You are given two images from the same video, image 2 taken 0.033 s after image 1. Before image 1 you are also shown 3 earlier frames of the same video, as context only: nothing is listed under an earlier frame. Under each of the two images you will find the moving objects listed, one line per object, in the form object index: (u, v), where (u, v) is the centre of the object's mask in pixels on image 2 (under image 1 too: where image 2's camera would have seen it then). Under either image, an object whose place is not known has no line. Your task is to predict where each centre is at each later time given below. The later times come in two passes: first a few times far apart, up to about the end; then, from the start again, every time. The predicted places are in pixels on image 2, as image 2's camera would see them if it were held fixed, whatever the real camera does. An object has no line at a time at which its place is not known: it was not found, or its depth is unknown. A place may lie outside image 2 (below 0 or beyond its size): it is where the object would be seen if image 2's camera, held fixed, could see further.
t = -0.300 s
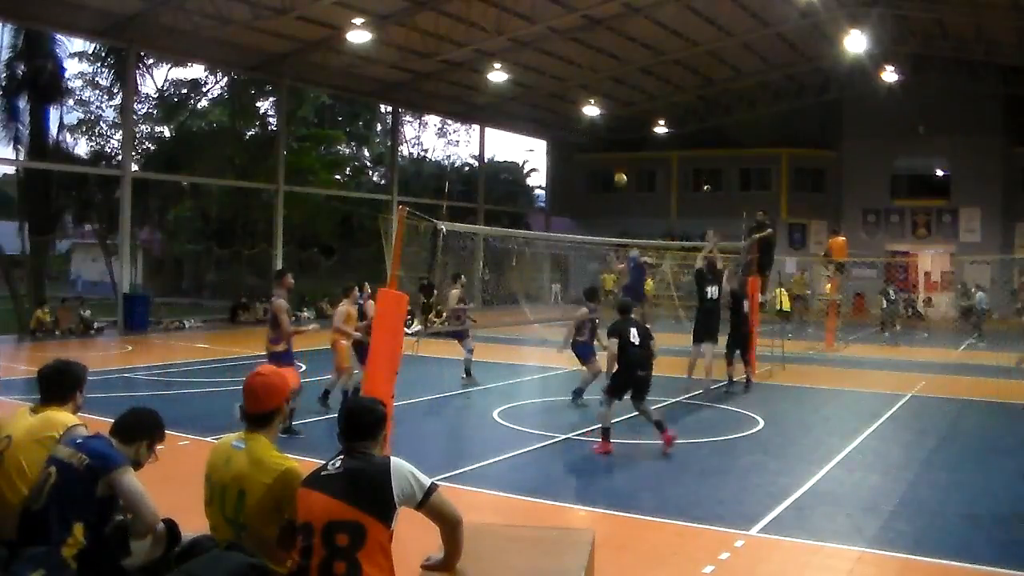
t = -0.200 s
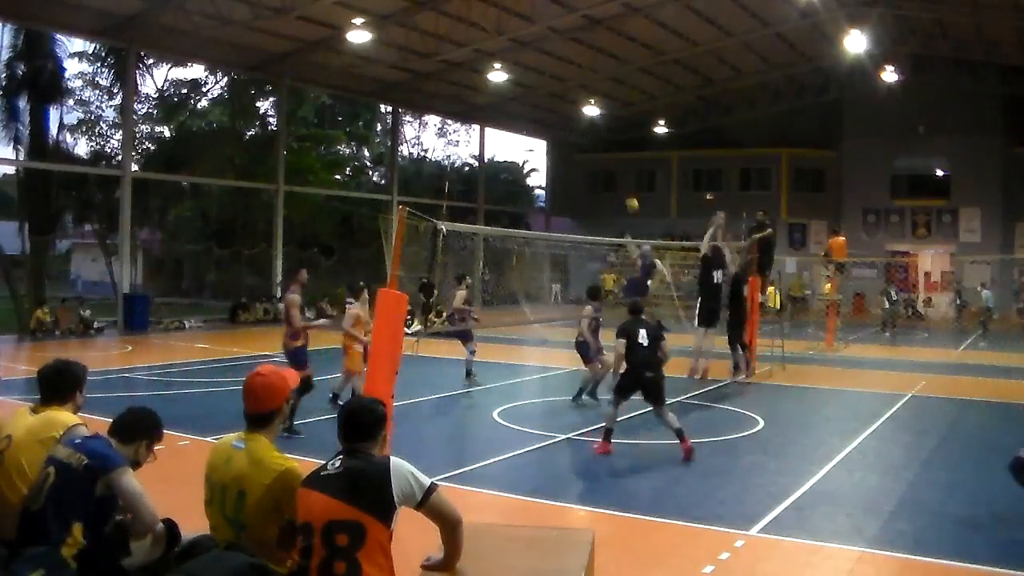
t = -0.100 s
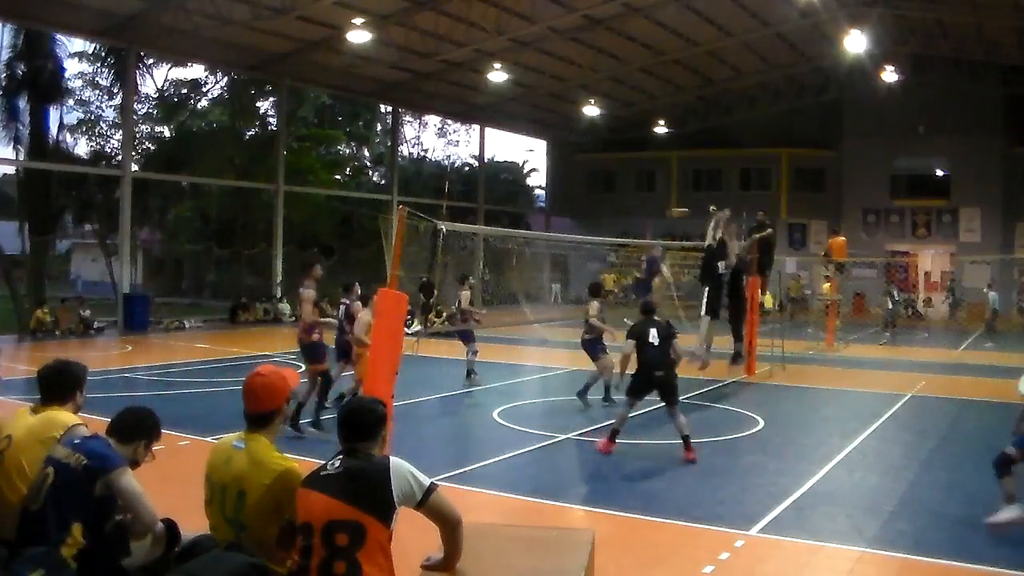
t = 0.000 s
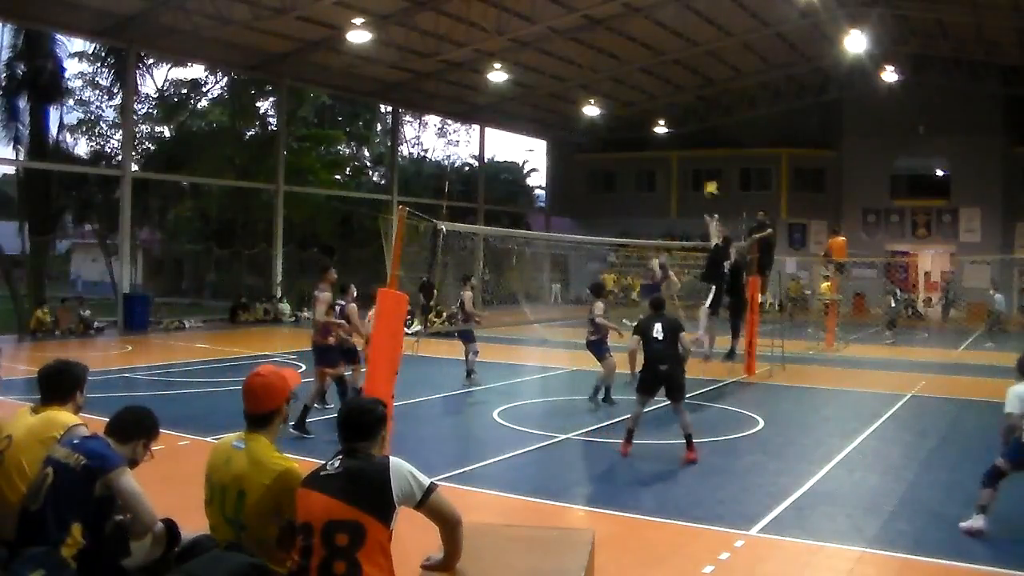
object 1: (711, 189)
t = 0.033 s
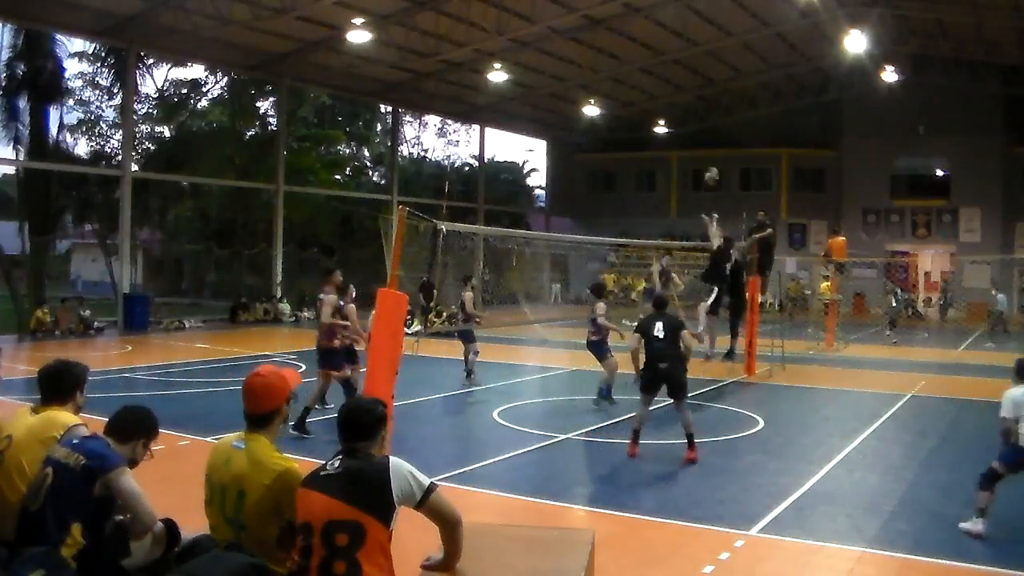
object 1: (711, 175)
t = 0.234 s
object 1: (719, 107)
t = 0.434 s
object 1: (733, 62)
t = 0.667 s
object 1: (758, 52)
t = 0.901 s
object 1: (794, 112)
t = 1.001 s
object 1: (814, 173)
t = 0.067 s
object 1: (712, 163)
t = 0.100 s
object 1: (713, 149)
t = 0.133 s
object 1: (715, 140)
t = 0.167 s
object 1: (715, 127)
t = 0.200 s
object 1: (718, 118)
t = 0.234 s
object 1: (719, 107)
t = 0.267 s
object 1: (720, 98)
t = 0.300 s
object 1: (723, 90)
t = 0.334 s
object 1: (724, 81)
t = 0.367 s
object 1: (727, 75)
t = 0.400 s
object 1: (730, 67)
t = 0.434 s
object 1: (733, 62)
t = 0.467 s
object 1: (736, 58)
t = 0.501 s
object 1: (738, 54)
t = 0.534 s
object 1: (743, 51)
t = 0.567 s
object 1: (745, 49)
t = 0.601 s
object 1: (749, 49)
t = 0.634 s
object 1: (754, 50)
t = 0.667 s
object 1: (758, 52)
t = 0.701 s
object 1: (763, 55)
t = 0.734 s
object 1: (766, 59)
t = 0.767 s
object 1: (772, 65)
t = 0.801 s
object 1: (777, 75)
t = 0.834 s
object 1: (782, 85)
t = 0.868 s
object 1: (789, 97)
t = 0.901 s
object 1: (794, 112)
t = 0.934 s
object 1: (801, 129)
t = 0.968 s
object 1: (808, 150)
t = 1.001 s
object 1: (814, 173)
